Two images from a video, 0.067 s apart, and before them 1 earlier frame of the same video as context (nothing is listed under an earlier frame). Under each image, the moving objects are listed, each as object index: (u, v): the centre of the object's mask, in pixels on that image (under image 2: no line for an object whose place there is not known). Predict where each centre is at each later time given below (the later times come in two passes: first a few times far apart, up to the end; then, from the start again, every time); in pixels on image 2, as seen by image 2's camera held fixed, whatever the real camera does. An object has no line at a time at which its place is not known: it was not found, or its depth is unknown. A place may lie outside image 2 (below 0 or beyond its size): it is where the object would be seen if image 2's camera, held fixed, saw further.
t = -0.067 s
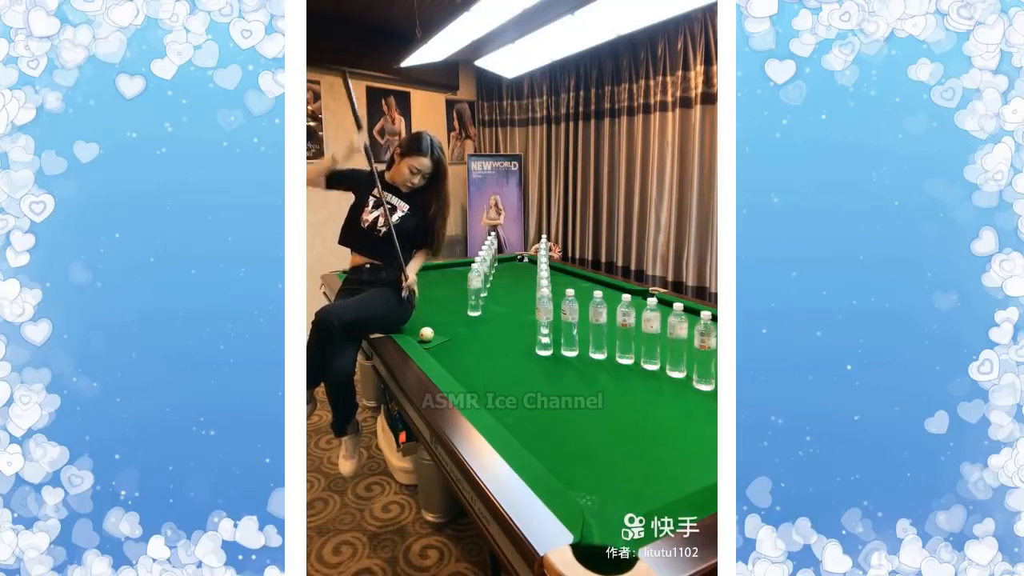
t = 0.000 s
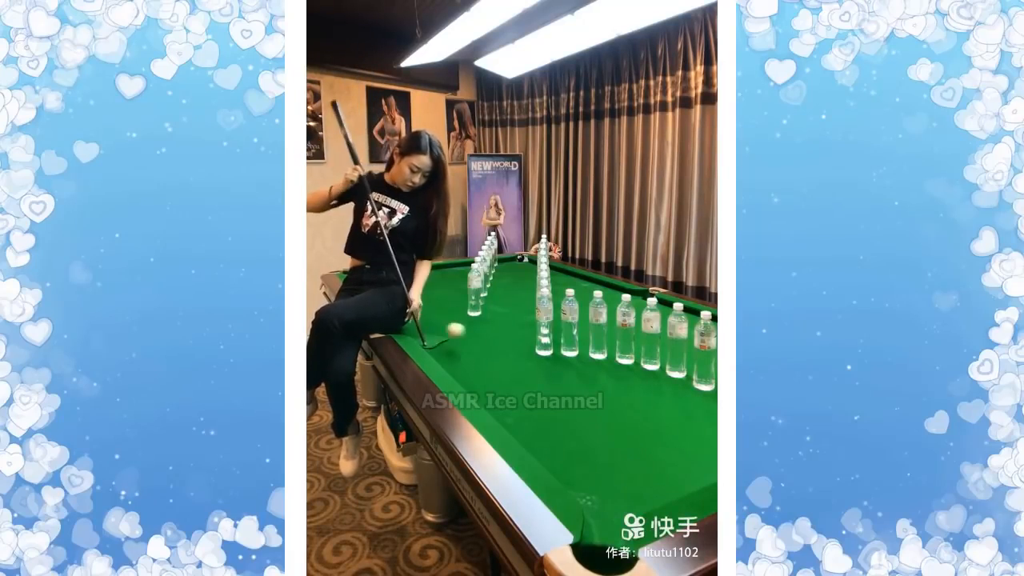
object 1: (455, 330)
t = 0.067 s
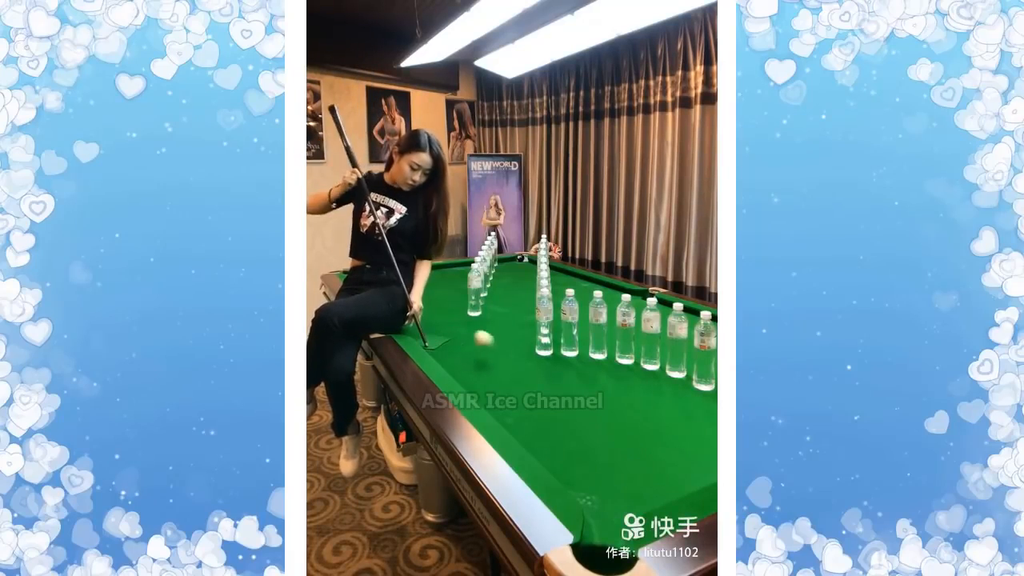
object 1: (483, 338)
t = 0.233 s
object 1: (561, 377)
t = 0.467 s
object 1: (683, 438)
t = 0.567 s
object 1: (711, 463)
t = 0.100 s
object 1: (498, 347)
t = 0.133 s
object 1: (514, 360)
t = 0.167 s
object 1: (529, 364)
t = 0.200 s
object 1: (544, 369)
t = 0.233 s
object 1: (561, 377)
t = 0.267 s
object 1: (577, 384)
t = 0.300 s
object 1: (594, 392)
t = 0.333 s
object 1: (611, 401)
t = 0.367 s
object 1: (628, 409)
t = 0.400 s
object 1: (646, 418)
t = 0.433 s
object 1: (665, 428)
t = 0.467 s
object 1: (683, 438)
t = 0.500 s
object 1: (703, 450)
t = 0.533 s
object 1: (713, 459)
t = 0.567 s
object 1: (711, 463)
